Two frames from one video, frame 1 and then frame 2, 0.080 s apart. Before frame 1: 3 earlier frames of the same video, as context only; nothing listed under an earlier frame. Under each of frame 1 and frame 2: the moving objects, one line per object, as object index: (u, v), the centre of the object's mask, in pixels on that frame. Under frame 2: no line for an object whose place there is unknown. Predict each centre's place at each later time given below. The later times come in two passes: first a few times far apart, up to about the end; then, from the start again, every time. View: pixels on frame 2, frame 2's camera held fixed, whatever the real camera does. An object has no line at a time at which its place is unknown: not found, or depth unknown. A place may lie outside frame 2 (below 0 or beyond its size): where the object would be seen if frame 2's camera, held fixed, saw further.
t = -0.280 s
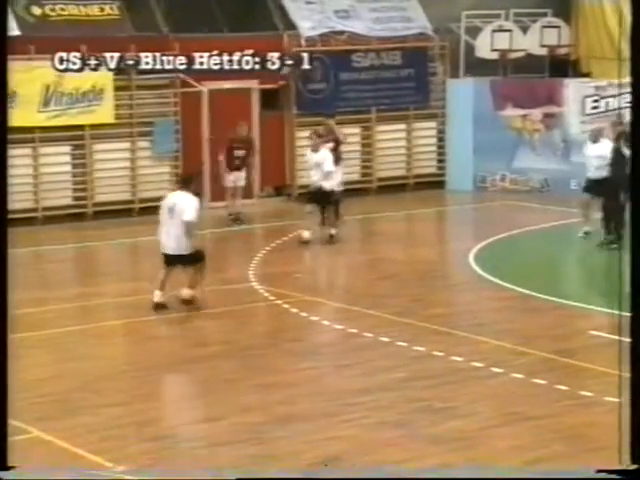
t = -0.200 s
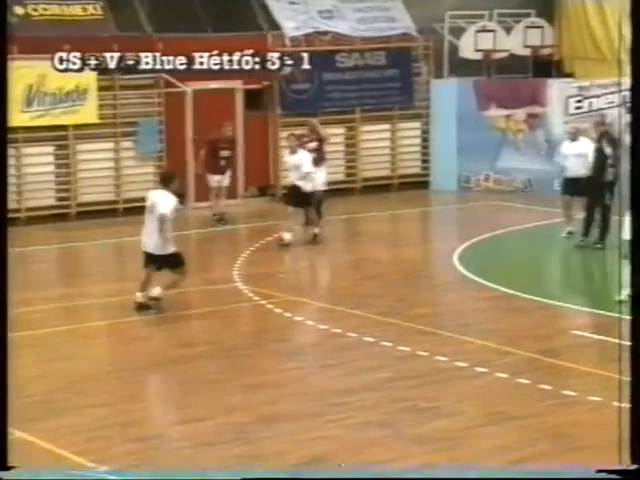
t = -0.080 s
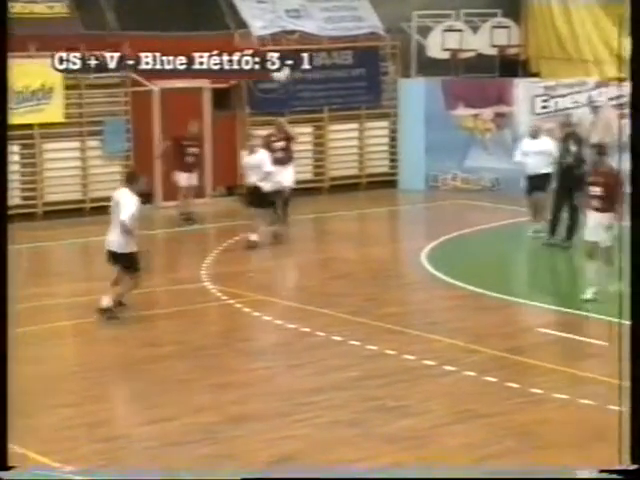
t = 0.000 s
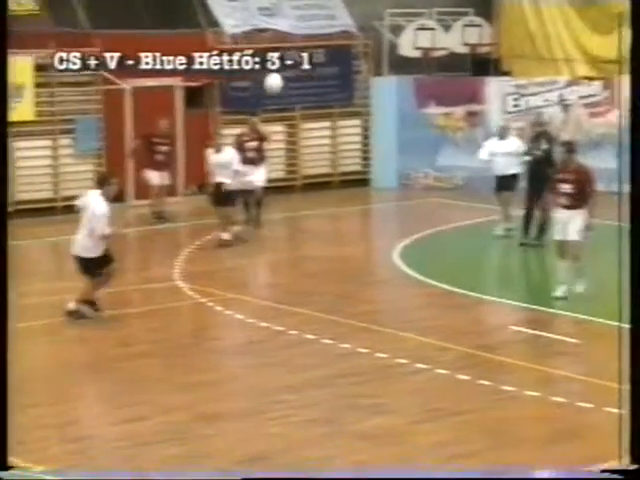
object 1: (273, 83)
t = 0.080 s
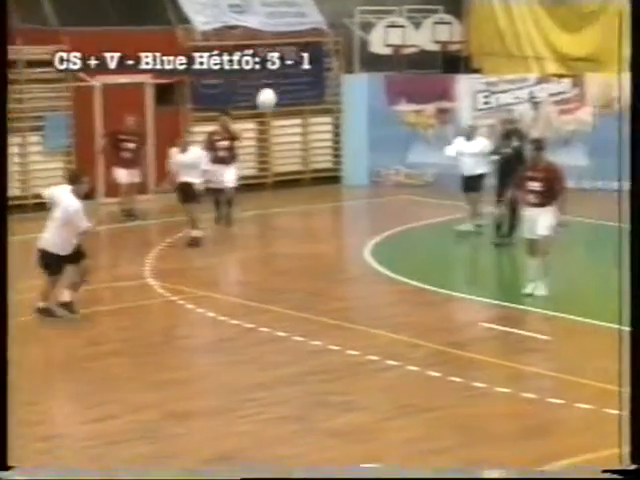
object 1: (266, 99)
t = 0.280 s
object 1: (329, 177)
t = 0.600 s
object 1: (451, 367)
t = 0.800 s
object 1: (498, 294)
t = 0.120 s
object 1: (278, 109)
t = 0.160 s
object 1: (290, 122)
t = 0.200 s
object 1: (302, 136)
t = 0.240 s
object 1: (315, 155)
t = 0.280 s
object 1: (329, 177)
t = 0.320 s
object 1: (343, 197)
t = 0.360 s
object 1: (358, 221)
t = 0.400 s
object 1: (374, 248)
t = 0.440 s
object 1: (390, 279)
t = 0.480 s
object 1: (407, 311)
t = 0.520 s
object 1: (425, 347)
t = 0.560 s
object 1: (444, 386)
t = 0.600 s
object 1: (451, 367)
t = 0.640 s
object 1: (461, 350)
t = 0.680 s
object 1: (469, 335)
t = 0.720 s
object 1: (478, 319)
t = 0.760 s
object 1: (487, 306)
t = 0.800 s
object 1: (498, 294)
